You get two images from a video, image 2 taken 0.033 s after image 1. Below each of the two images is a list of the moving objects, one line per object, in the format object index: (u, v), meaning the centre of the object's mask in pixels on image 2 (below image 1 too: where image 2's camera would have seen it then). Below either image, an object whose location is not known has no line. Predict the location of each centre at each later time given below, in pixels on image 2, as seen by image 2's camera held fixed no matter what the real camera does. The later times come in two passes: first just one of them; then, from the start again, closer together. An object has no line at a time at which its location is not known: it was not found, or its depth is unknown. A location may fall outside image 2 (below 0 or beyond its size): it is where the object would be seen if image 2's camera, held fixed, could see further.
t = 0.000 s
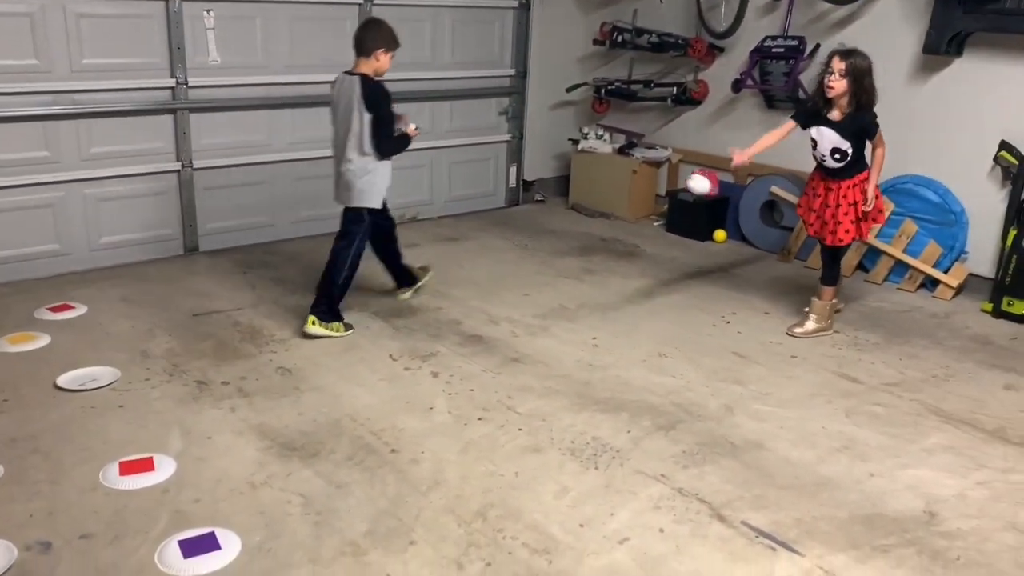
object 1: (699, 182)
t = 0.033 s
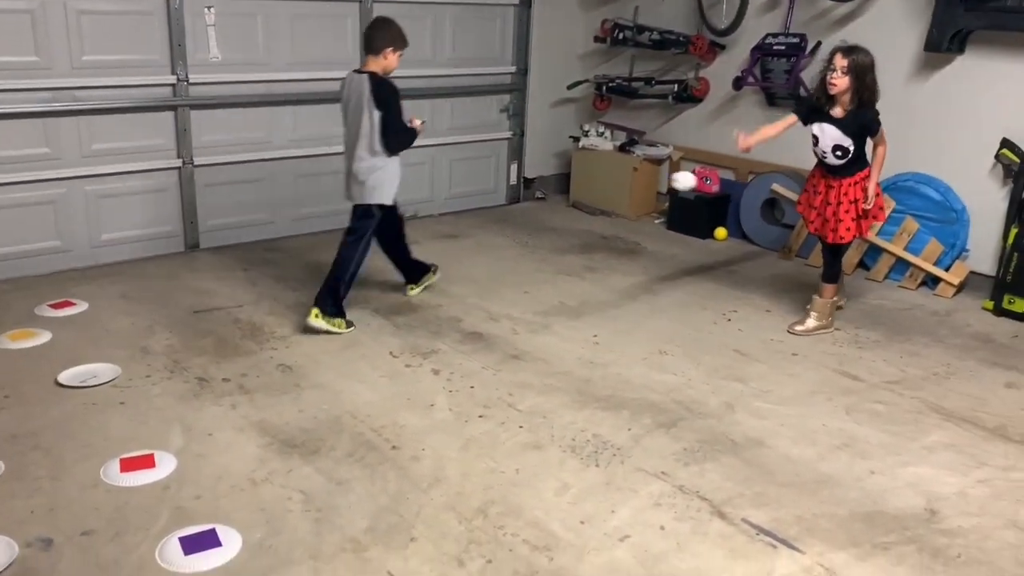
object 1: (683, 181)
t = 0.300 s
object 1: (529, 277)
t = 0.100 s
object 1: (651, 187)
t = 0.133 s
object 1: (632, 194)
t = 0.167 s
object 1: (613, 204)
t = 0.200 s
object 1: (593, 218)
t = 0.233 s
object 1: (572, 234)
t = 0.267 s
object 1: (551, 254)
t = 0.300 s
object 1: (529, 277)
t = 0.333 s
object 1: (506, 303)
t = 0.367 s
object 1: (482, 335)
